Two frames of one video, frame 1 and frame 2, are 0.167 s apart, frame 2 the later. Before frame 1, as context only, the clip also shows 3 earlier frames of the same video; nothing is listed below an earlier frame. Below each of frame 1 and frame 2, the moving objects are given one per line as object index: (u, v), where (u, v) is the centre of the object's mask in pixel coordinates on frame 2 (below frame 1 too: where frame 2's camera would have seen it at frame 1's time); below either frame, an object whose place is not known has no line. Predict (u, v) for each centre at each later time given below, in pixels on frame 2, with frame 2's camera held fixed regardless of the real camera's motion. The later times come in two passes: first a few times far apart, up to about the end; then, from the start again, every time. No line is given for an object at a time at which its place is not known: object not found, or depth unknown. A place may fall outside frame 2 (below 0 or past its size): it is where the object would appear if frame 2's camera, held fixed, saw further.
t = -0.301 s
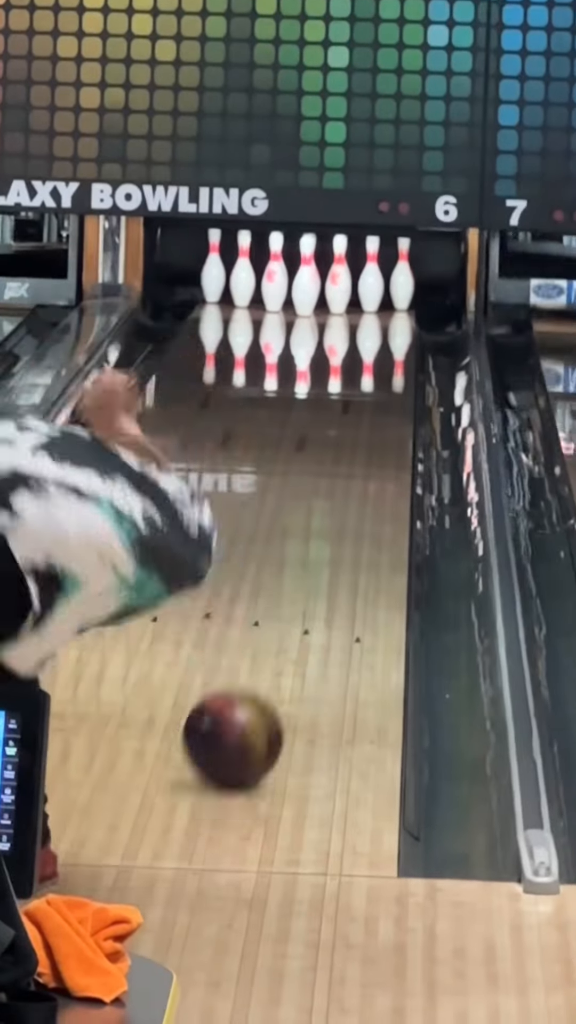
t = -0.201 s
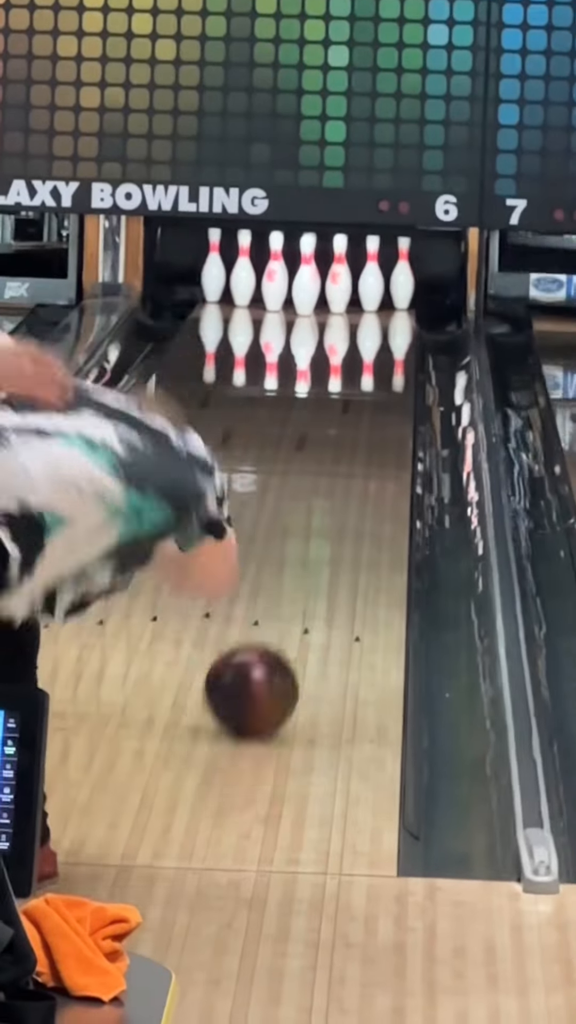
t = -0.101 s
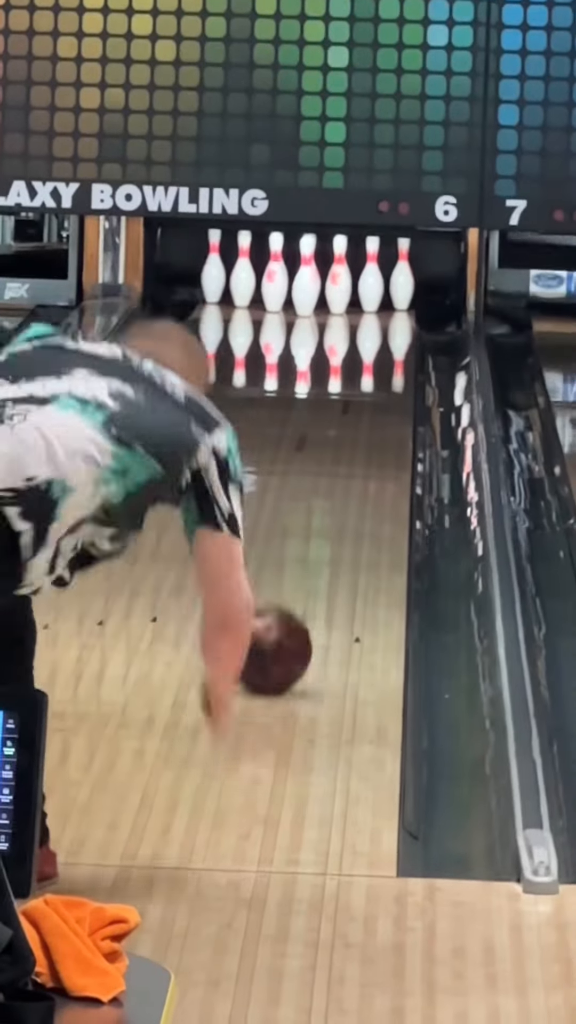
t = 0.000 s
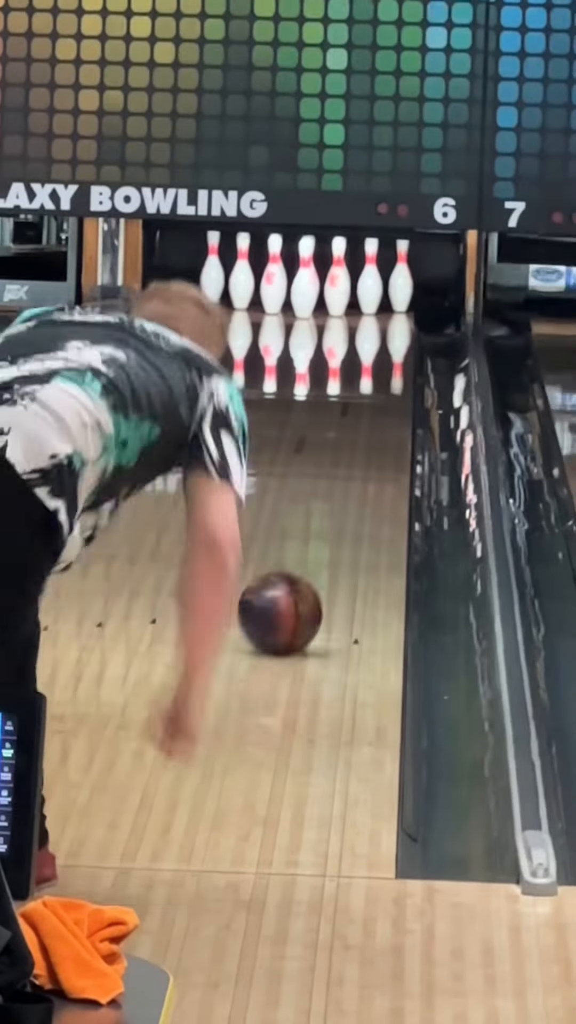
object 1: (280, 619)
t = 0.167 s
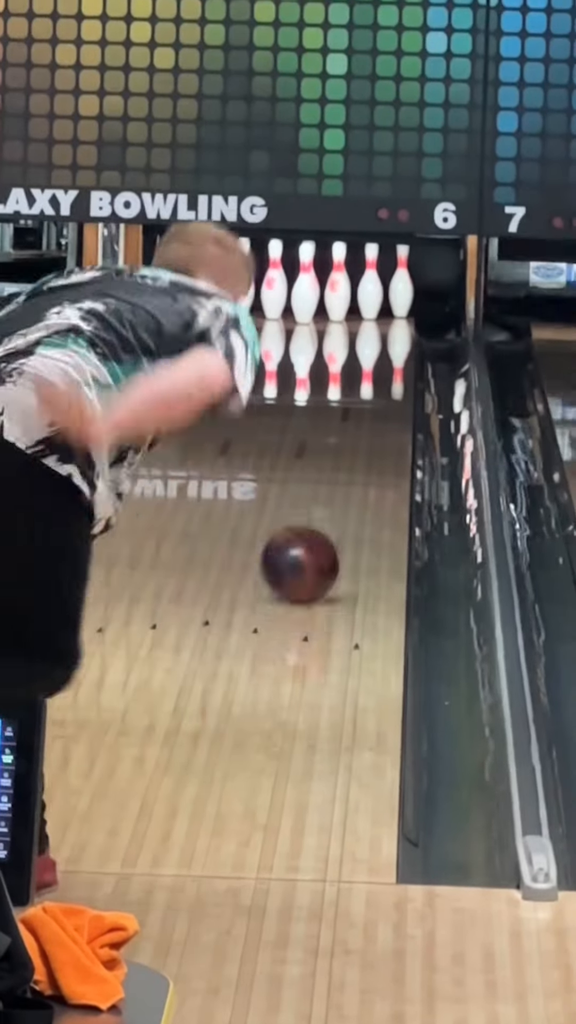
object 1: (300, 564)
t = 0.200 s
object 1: (303, 554)
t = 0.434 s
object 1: (323, 493)
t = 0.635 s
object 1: (335, 450)
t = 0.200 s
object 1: (303, 554)
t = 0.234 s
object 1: (306, 545)
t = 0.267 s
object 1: (309, 535)
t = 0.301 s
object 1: (312, 526)
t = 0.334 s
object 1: (315, 518)
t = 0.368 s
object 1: (318, 509)
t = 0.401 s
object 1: (320, 501)
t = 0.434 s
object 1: (323, 493)
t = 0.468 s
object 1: (325, 485)
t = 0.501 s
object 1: (327, 476)
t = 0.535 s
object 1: (329, 470)
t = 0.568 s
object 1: (331, 463)
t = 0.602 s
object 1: (333, 458)
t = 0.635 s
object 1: (335, 450)
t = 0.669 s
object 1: (349, 440)
